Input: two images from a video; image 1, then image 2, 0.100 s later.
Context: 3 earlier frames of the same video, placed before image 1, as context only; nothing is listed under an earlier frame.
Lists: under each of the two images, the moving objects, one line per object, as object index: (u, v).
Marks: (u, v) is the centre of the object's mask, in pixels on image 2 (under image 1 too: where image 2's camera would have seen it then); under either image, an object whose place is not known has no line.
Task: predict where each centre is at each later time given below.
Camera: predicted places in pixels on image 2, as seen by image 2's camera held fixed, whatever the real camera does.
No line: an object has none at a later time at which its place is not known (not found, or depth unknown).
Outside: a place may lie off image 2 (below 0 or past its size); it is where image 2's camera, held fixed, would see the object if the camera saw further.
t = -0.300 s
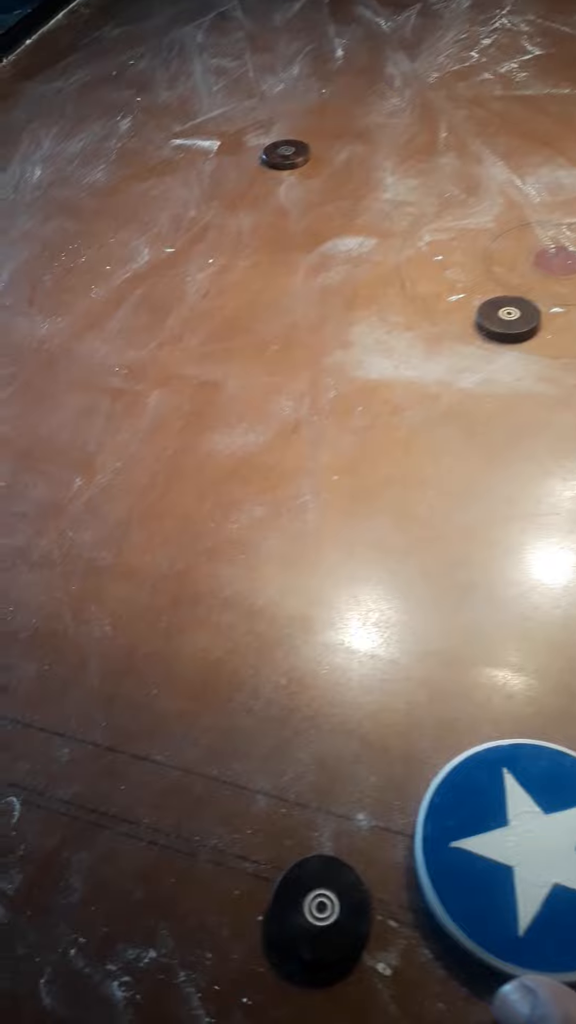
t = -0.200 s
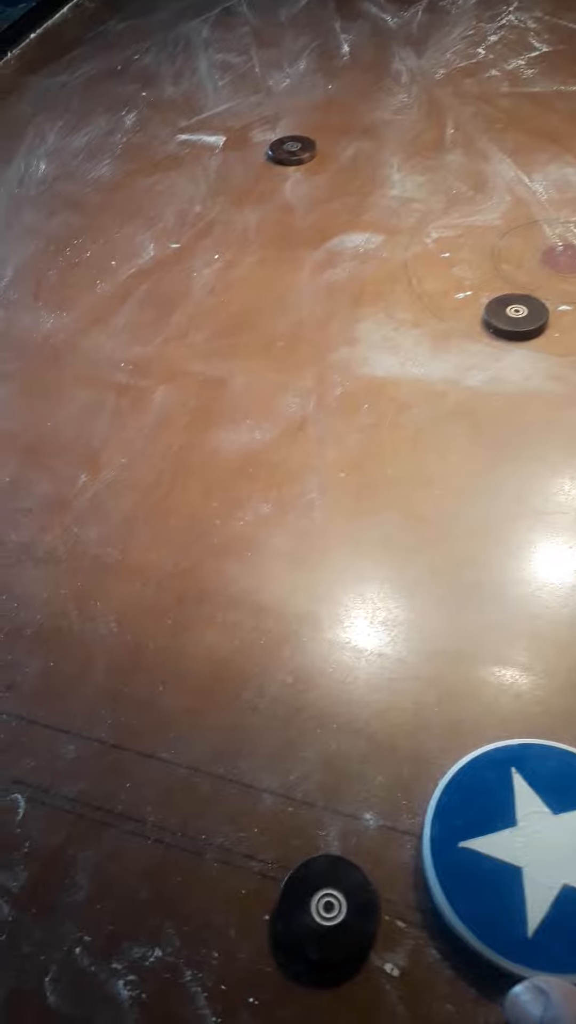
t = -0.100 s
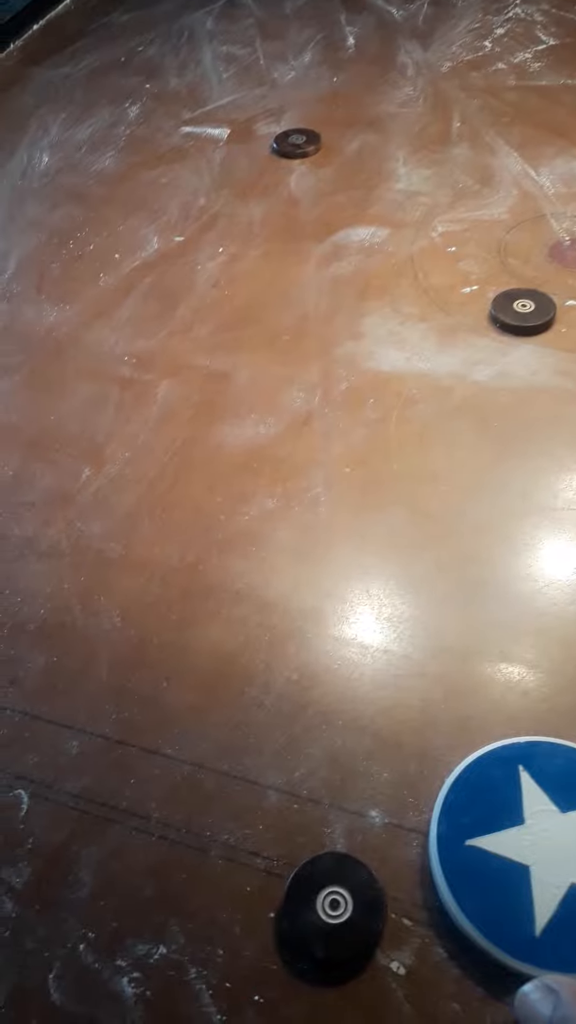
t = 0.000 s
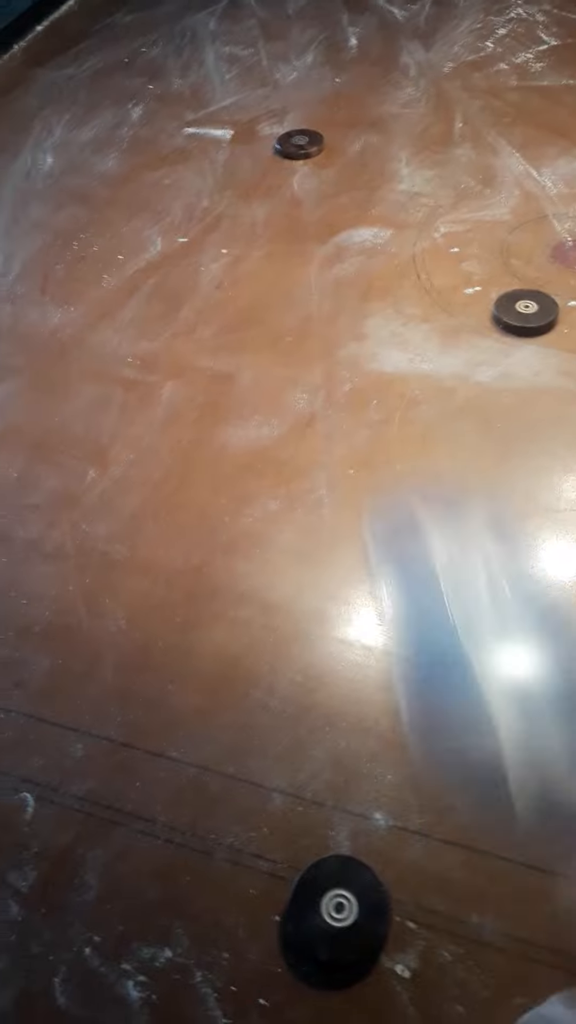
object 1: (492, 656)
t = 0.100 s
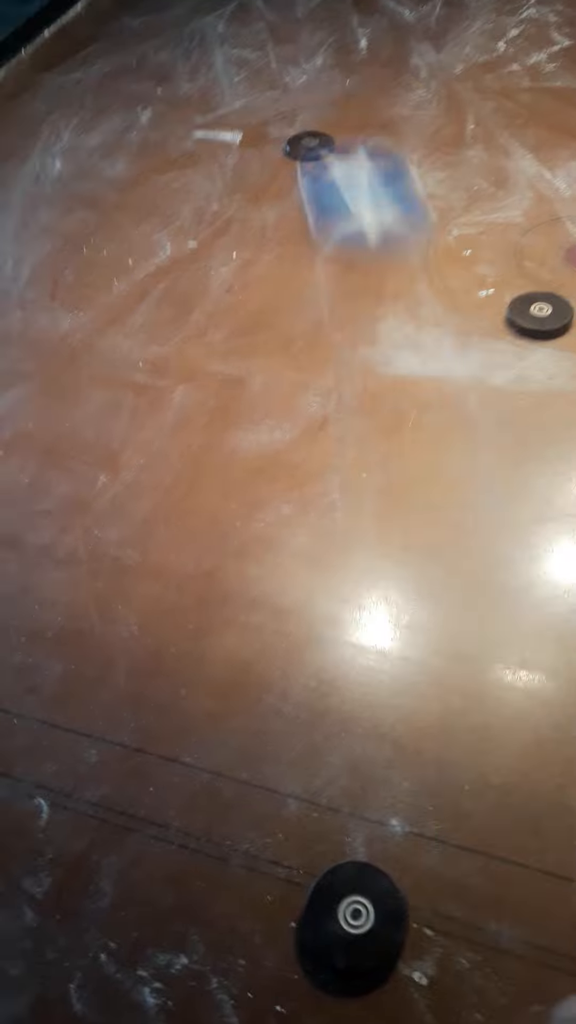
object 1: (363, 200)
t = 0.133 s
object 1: (347, 129)
